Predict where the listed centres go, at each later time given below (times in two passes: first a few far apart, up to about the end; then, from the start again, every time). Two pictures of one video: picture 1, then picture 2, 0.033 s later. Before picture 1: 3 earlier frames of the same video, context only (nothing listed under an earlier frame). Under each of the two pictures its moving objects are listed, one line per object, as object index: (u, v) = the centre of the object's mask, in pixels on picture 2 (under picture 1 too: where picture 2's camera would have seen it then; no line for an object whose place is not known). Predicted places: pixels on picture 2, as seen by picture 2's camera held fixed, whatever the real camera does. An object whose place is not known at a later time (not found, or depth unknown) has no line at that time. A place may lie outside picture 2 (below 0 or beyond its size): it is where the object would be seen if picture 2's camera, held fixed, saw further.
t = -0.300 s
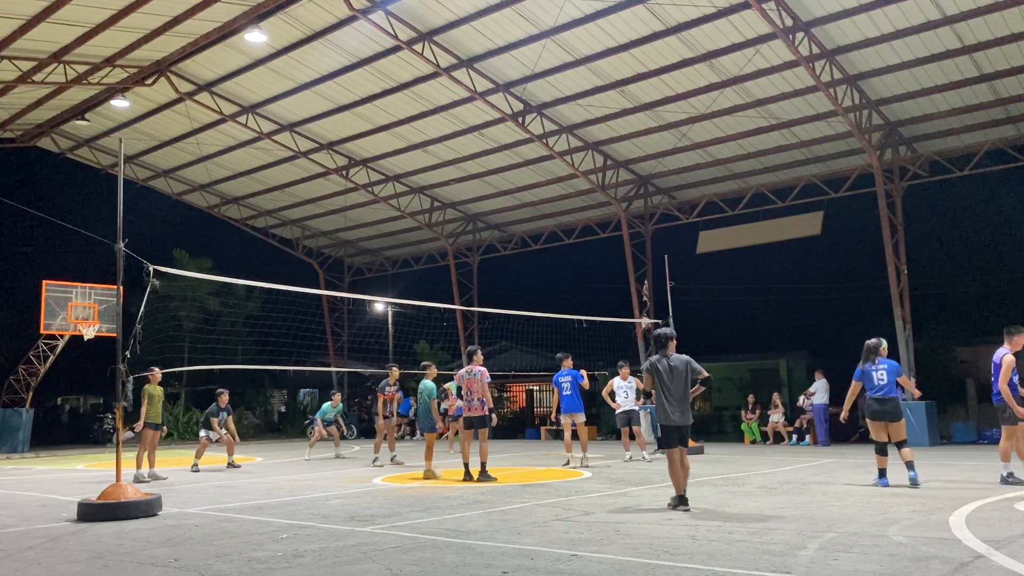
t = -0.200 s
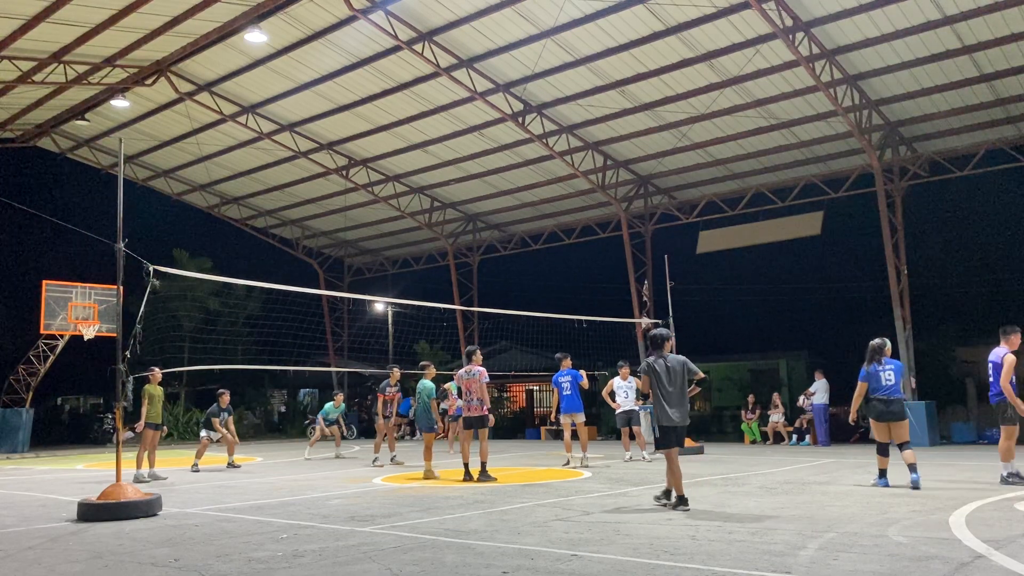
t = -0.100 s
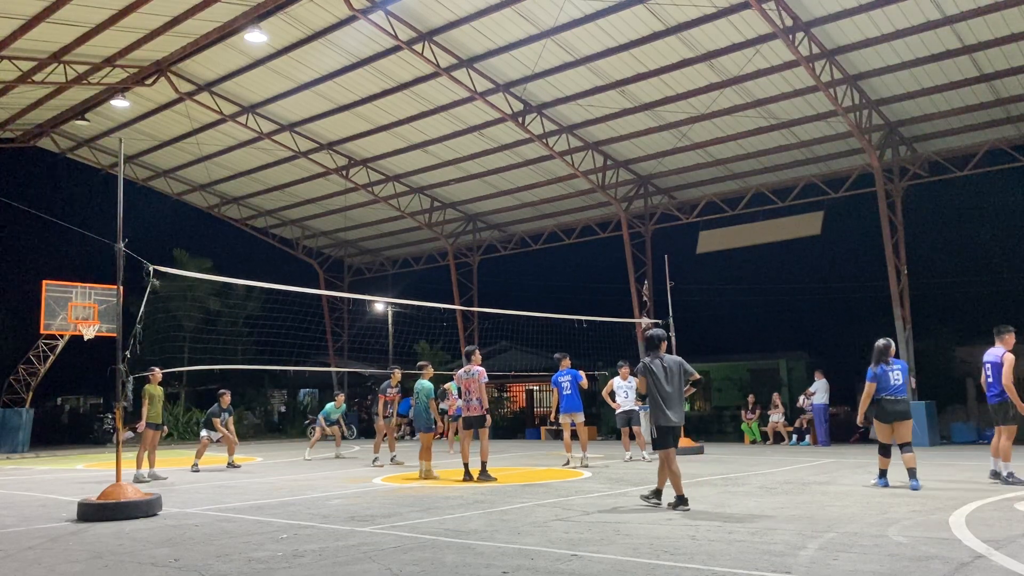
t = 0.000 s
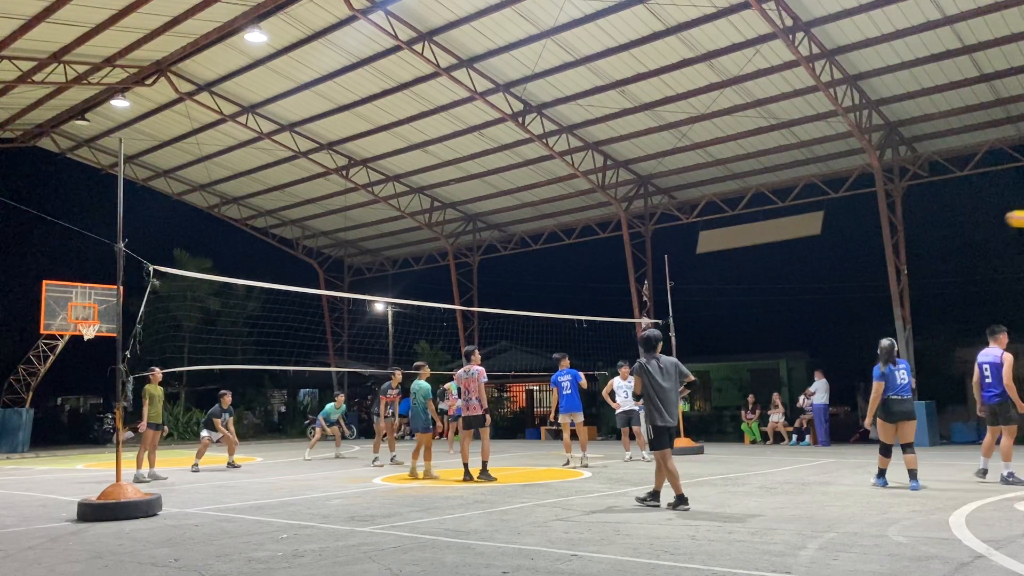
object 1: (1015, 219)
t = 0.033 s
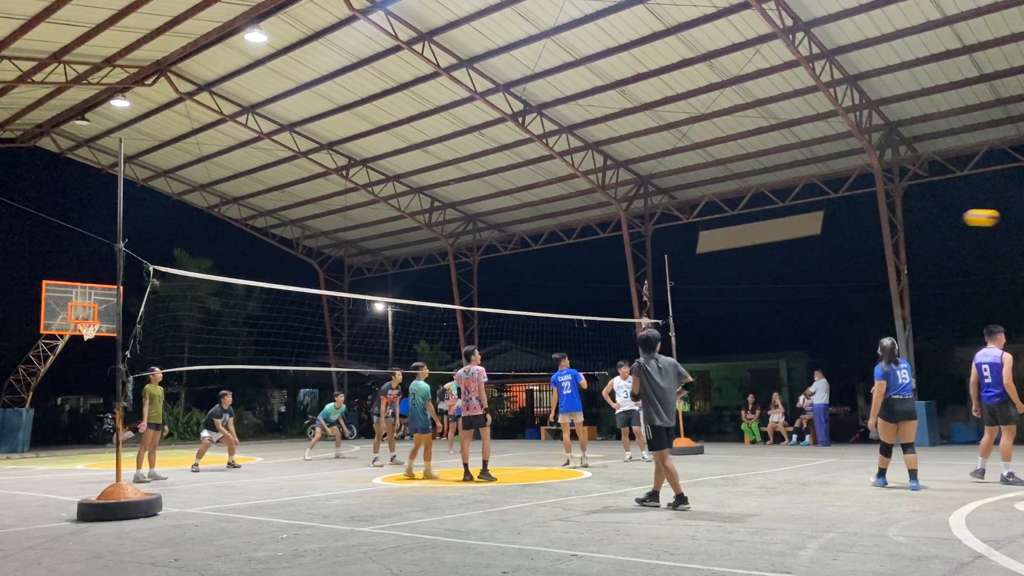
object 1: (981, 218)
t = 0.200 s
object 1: (798, 221)
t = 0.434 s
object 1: (613, 256)
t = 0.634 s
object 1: (497, 303)
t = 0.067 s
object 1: (940, 217)
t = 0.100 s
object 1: (902, 217)
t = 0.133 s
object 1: (865, 218)
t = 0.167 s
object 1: (831, 219)
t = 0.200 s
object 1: (798, 221)
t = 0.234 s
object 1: (767, 224)
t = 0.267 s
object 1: (738, 228)
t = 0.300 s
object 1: (710, 232)
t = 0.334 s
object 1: (684, 237)
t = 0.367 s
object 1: (658, 243)
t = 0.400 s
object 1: (635, 249)
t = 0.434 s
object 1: (613, 256)
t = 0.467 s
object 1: (591, 263)
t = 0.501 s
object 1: (570, 271)
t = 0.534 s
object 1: (551, 279)
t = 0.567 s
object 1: (532, 287)
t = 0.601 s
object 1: (514, 295)
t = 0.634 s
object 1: (497, 303)
